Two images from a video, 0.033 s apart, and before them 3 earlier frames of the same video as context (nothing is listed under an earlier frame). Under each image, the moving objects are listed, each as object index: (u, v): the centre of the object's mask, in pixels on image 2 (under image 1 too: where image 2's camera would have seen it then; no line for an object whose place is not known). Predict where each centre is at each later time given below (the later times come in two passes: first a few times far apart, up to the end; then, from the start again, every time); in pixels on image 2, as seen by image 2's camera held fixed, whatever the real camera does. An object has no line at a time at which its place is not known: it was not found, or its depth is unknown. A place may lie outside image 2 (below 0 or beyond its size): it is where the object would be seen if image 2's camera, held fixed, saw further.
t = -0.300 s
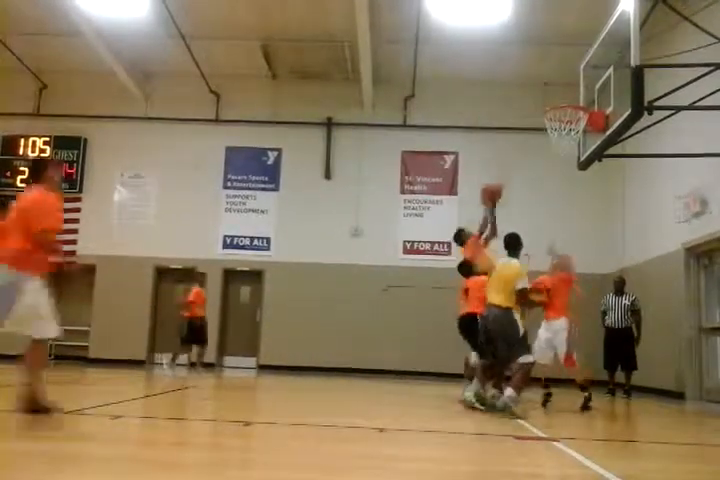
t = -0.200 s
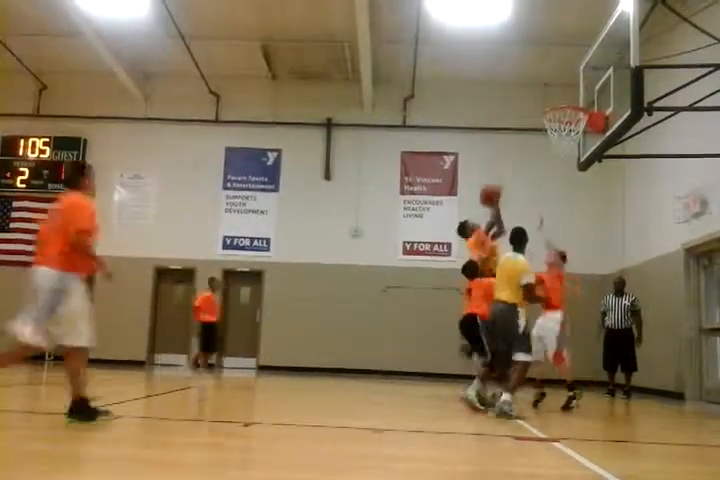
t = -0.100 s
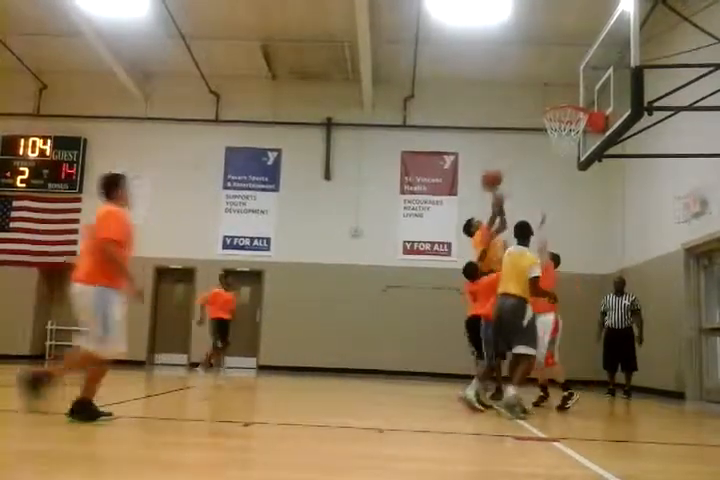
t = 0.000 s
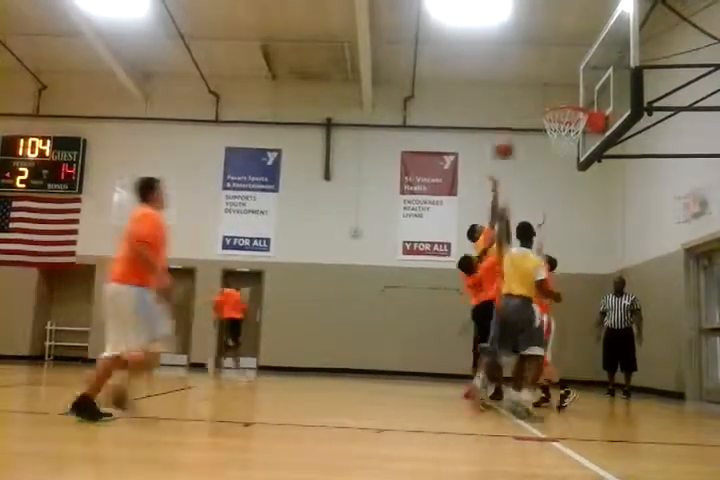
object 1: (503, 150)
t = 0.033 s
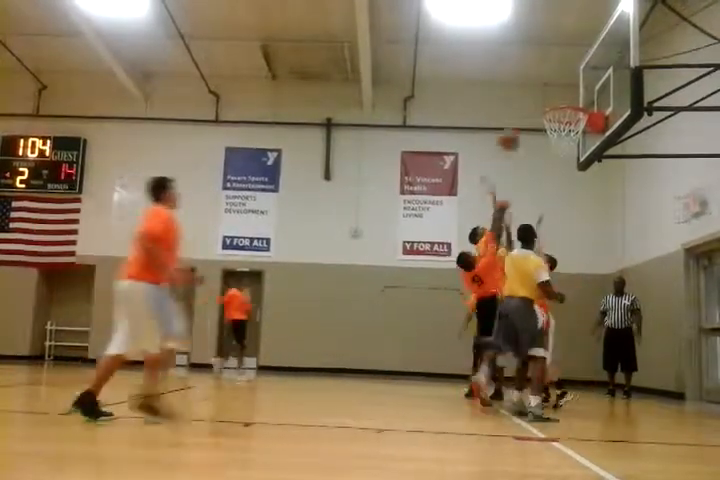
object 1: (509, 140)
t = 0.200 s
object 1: (534, 105)
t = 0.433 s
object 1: (576, 102)
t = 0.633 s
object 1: (574, 89)
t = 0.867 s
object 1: (562, 92)
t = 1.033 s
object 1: (557, 88)
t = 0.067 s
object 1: (514, 134)
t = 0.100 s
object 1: (519, 123)
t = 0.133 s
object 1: (522, 119)
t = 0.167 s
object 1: (531, 111)
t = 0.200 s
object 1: (534, 105)
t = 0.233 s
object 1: (539, 104)
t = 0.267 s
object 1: (546, 102)
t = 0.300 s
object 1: (547, 101)
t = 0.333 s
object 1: (555, 100)
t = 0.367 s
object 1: (558, 99)
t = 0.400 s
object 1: (566, 100)
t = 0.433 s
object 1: (576, 102)
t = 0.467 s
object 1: (578, 102)
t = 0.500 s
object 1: (578, 103)
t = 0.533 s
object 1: (578, 102)
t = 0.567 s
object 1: (578, 98)
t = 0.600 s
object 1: (577, 91)
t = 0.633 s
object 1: (574, 89)
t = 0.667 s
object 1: (574, 88)
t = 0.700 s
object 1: (571, 87)
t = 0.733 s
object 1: (567, 87)
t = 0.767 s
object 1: (566, 87)
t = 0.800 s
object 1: (564, 90)
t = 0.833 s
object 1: (562, 92)
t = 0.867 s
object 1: (562, 92)
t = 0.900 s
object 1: (559, 89)
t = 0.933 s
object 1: (558, 88)
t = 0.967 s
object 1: (557, 88)
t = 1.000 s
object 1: (557, 88)
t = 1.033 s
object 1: (557, 88)
